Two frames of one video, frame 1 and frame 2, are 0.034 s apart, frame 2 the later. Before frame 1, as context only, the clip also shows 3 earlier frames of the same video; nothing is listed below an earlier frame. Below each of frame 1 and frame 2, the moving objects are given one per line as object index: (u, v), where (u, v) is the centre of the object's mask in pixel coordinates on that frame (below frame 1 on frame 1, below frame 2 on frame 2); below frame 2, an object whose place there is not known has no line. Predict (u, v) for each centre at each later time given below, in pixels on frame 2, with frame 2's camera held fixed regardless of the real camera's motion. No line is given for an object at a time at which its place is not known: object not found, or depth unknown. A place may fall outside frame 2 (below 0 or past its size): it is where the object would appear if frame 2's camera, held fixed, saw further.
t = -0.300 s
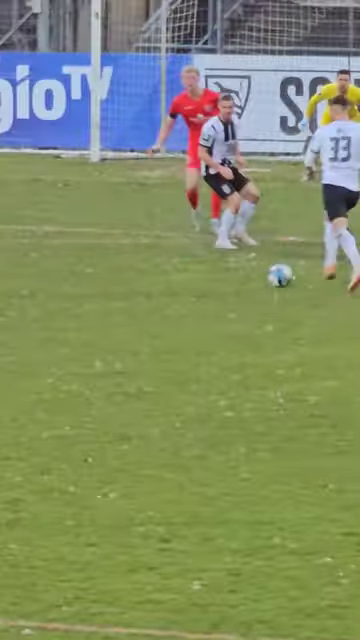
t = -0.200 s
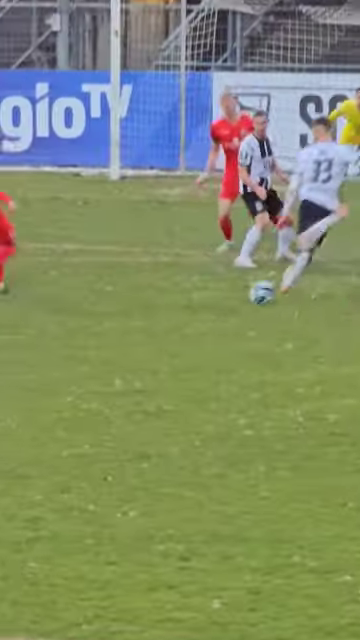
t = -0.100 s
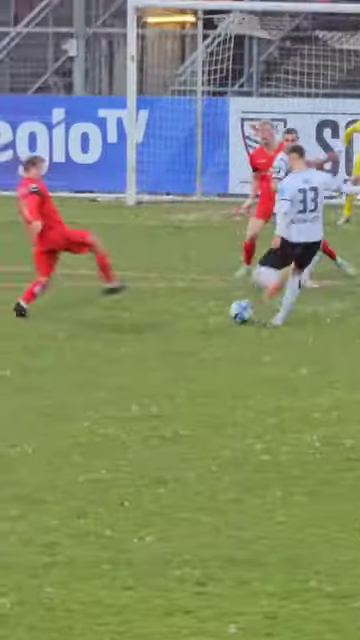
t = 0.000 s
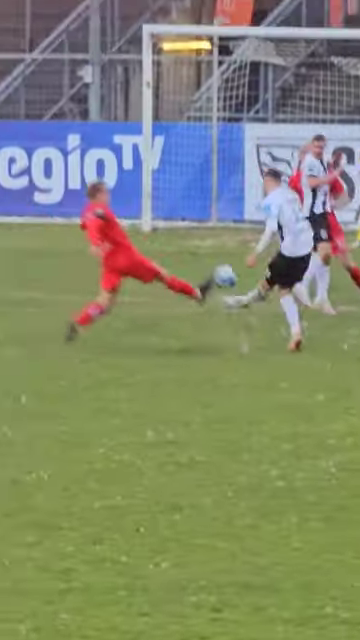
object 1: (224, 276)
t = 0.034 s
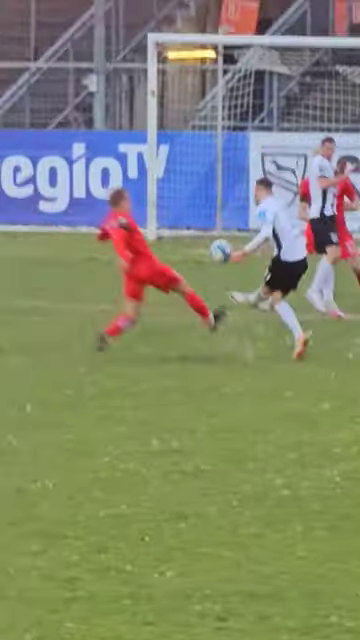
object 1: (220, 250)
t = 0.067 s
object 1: (212, 219)
